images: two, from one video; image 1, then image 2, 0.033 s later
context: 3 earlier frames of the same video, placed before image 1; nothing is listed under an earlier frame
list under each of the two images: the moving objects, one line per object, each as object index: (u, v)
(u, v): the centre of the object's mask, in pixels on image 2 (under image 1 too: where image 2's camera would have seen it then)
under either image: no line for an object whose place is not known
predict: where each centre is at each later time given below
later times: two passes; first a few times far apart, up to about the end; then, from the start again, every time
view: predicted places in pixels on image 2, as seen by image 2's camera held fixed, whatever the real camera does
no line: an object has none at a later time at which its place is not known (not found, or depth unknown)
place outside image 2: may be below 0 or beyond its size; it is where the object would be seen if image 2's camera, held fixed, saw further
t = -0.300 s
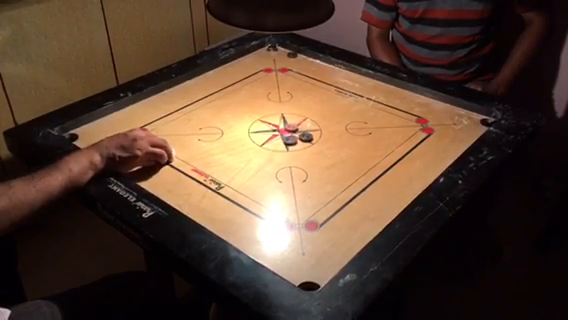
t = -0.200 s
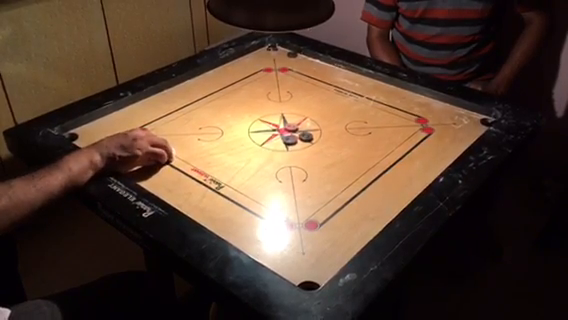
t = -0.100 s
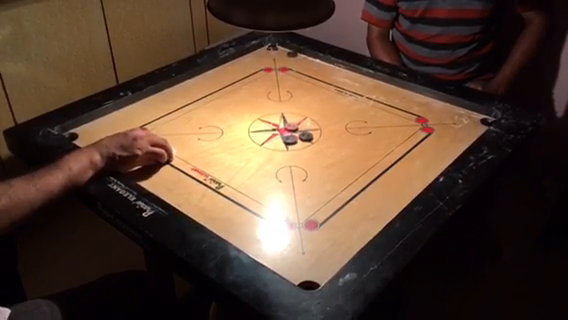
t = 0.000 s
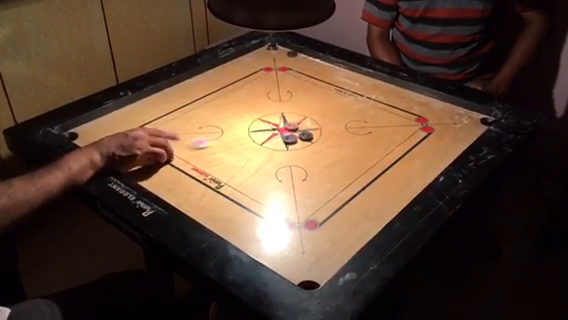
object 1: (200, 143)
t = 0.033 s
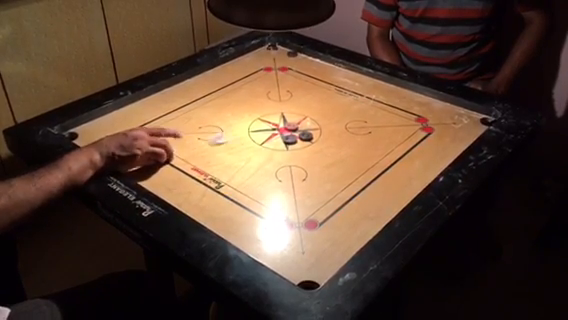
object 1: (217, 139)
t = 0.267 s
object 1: (298, 113)
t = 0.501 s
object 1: (326, 100)
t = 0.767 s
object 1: (334, 96)
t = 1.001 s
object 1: (334, 96)
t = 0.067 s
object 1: (236, 134)
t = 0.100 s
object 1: (253, 130)
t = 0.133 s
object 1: (265, 126)
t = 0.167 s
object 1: (279, 123)
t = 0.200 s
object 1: (287, 118)
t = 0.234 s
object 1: (294, 116)
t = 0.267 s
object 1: (298, 113)
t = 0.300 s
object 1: (303, 111)
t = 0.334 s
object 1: (308, 108)
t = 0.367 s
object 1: (312, 107)
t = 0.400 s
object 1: (317, 105)
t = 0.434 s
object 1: (320, 103)
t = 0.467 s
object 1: (323, 101)
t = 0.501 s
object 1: (326, 100)
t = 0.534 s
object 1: (328, 99)
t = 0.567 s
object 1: (330, 98)
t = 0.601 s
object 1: (332, 97)
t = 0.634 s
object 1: (333, 96)
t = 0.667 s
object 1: (333, 96)
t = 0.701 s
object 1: (334, 96)
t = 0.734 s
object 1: (334, 96)
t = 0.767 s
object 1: (334, 96)
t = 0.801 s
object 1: (334, 96)
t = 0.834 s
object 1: (334, 96)
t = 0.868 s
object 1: (334, 96)
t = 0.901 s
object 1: (334, 96)
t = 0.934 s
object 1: (334, 96)
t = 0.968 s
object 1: (334, 96)
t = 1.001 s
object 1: (334, 96)
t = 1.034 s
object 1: (334, 96)
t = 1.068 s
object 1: (334, 96)
